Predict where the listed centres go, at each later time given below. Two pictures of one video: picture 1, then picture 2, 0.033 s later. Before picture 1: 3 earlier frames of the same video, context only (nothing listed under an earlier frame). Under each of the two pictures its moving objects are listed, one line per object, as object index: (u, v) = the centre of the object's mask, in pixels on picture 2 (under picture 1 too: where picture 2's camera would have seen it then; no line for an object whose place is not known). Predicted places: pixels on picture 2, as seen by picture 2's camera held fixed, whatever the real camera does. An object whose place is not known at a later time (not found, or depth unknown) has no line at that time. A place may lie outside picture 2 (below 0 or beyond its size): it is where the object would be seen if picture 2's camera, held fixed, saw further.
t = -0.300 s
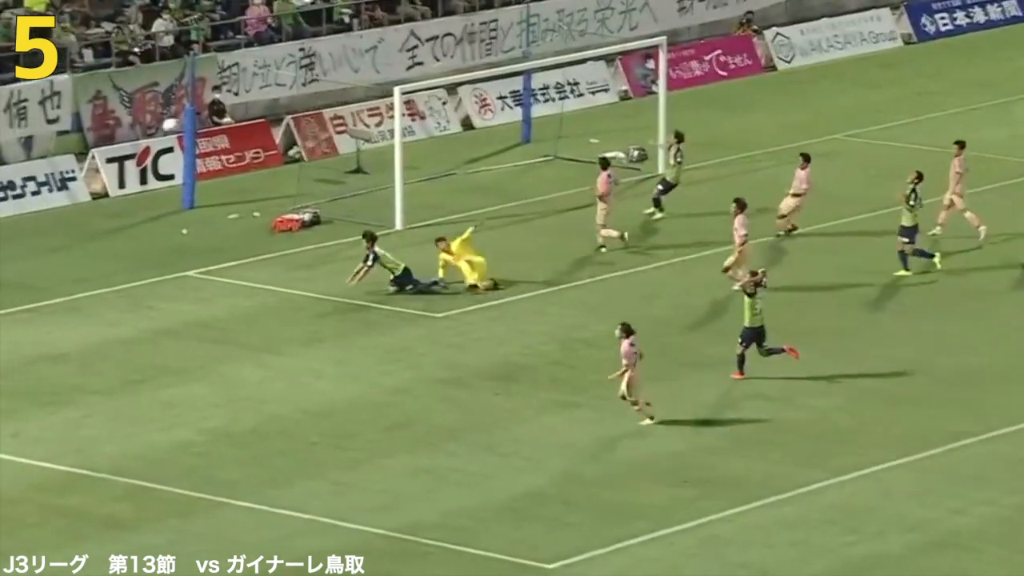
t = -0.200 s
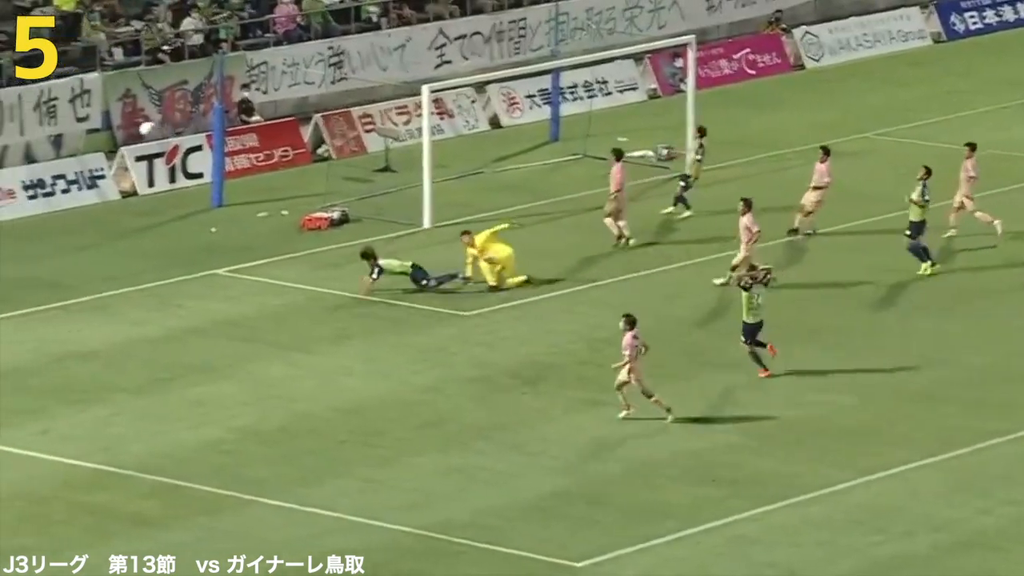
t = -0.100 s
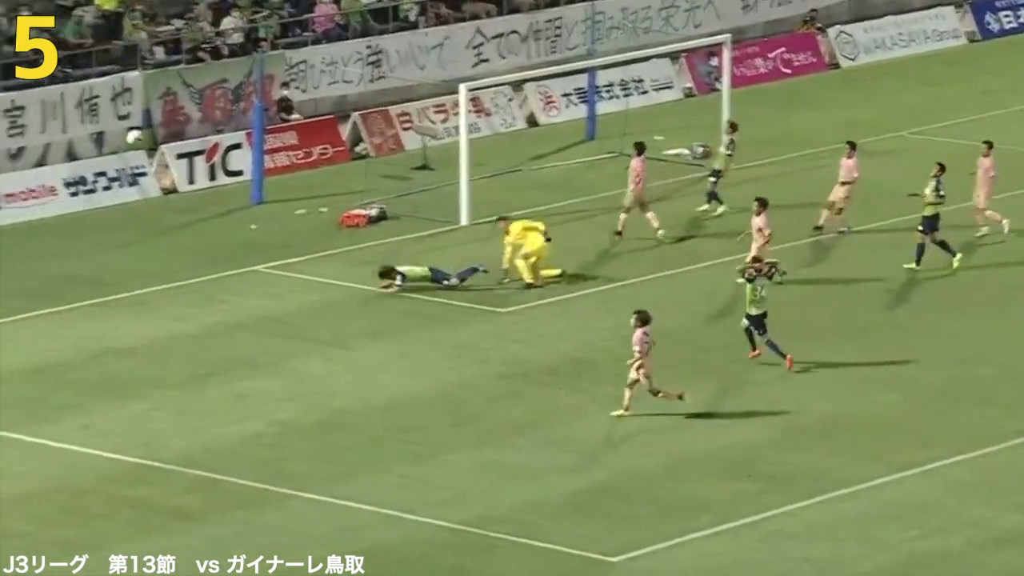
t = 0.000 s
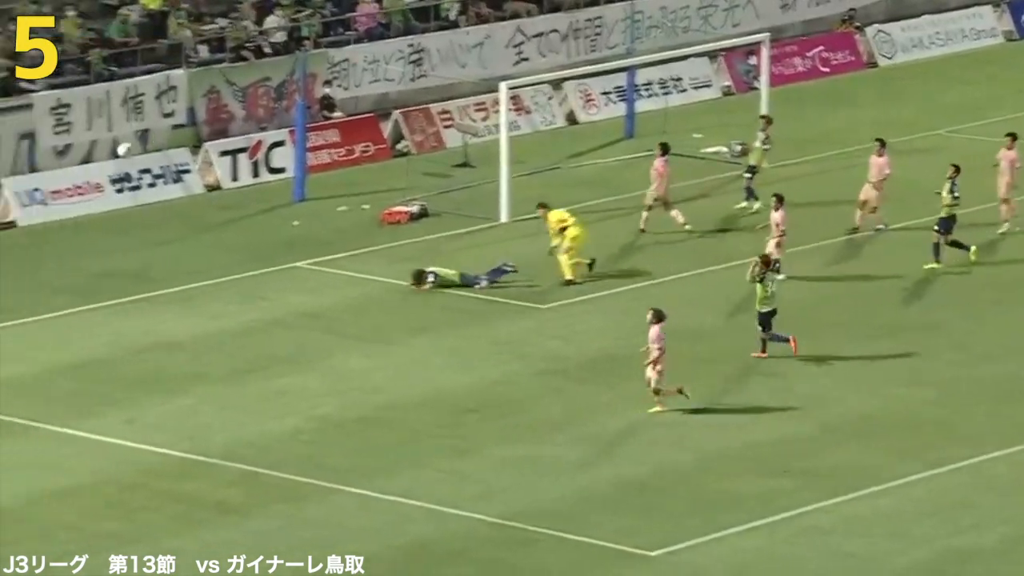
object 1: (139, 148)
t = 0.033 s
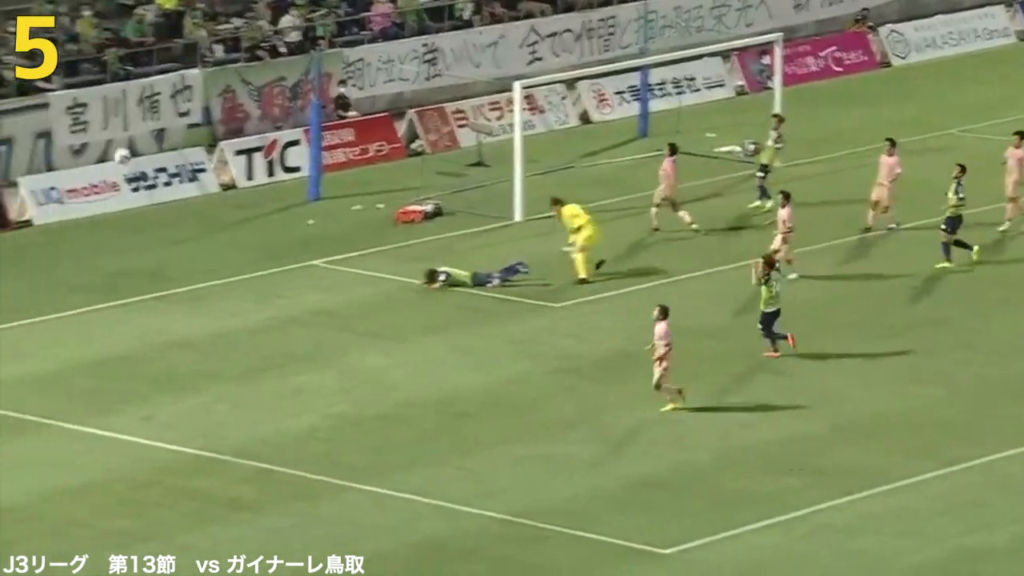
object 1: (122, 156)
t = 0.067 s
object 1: (104, 162)
